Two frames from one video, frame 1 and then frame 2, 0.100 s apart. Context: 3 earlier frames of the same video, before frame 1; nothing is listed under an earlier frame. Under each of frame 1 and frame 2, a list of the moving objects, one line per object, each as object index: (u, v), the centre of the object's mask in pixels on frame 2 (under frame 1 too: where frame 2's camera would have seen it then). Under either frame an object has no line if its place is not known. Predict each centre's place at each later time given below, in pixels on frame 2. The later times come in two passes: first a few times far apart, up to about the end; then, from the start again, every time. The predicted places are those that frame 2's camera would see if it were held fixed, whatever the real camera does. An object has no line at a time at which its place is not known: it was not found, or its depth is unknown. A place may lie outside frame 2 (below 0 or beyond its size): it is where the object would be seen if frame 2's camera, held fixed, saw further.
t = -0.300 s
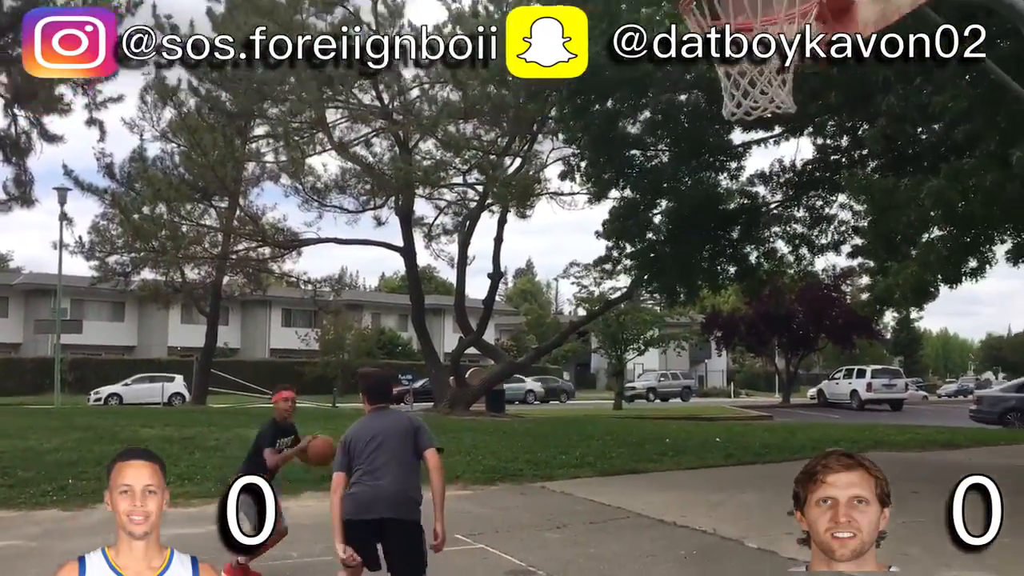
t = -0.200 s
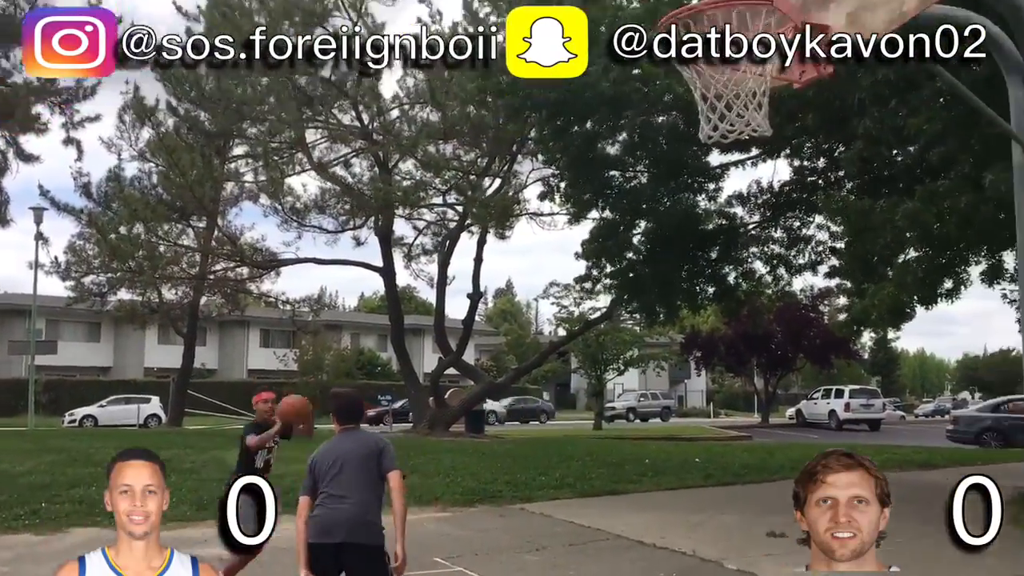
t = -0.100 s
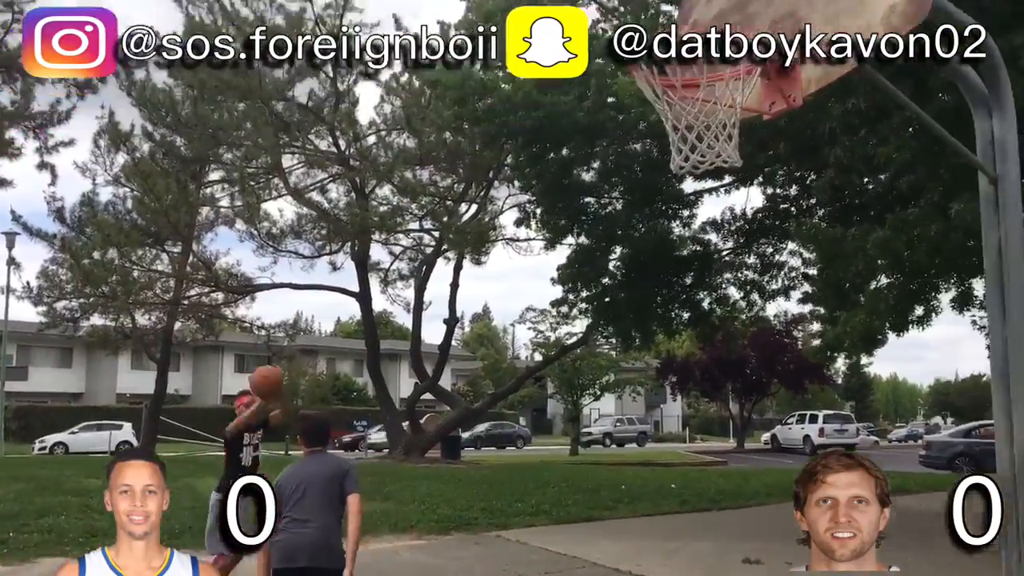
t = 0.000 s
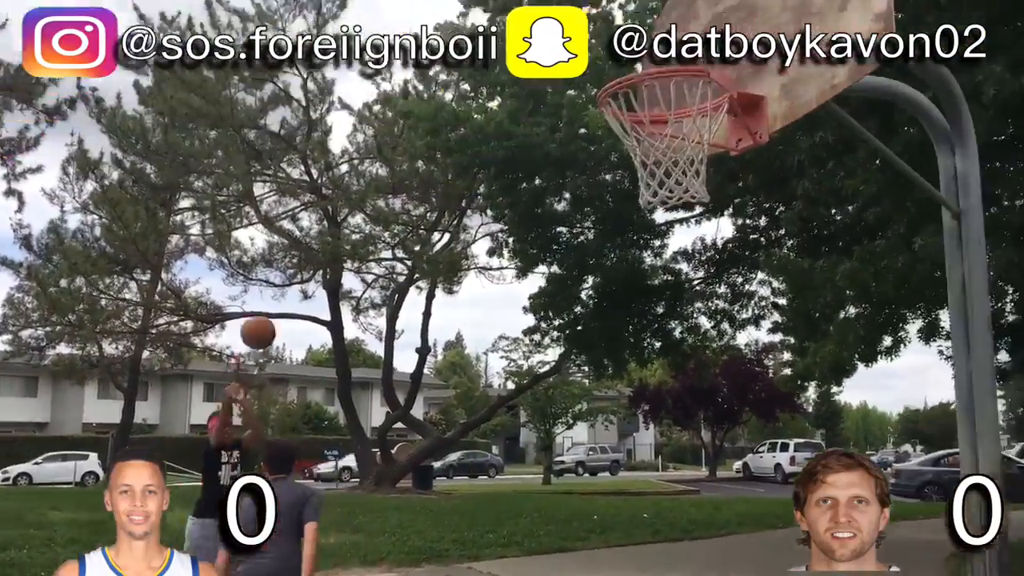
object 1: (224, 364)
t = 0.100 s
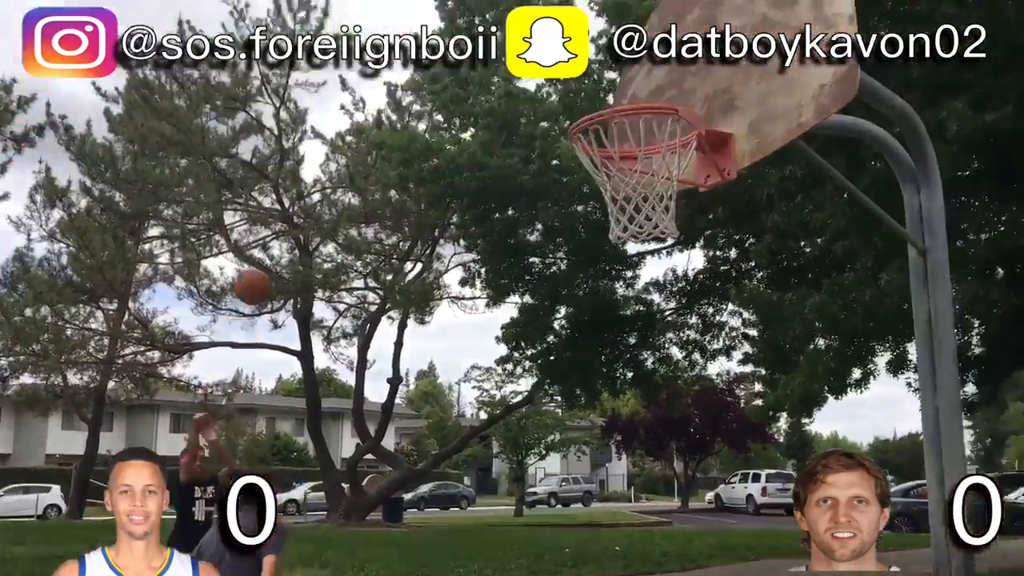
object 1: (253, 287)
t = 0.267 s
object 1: (298, 179)
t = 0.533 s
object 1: (386, 60)
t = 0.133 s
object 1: (261, 263)
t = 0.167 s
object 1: (271, 240)
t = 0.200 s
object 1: (280, 219)
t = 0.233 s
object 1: (289, 199)
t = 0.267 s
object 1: (298, 179)
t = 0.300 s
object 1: (309, 159)
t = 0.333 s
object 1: (318, 142)
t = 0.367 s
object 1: (328, 126)
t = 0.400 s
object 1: (339, 110)
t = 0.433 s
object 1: (350, 96)
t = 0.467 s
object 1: (362, 82)
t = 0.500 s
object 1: (374, 71)
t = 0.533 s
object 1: (386, 60)
